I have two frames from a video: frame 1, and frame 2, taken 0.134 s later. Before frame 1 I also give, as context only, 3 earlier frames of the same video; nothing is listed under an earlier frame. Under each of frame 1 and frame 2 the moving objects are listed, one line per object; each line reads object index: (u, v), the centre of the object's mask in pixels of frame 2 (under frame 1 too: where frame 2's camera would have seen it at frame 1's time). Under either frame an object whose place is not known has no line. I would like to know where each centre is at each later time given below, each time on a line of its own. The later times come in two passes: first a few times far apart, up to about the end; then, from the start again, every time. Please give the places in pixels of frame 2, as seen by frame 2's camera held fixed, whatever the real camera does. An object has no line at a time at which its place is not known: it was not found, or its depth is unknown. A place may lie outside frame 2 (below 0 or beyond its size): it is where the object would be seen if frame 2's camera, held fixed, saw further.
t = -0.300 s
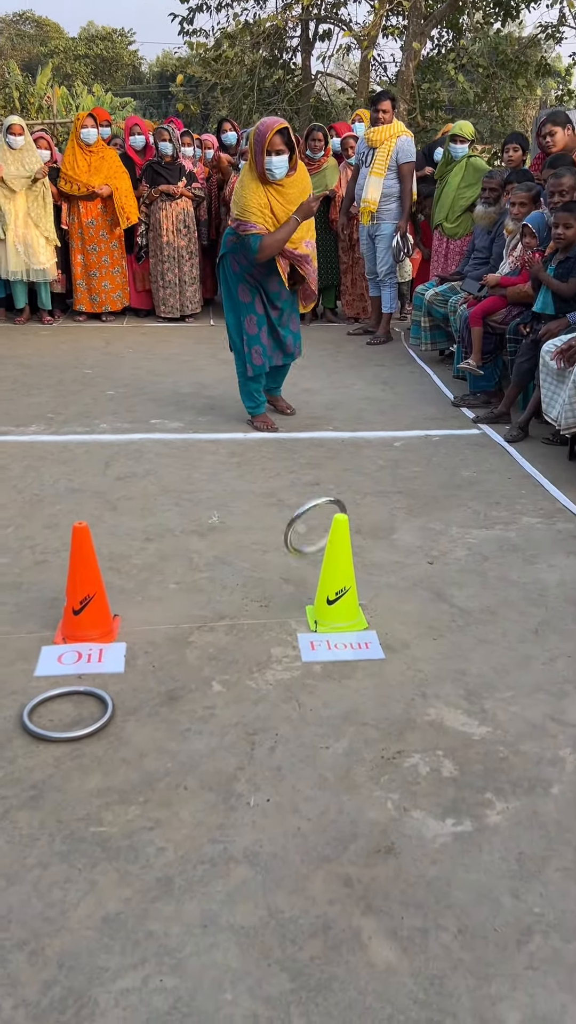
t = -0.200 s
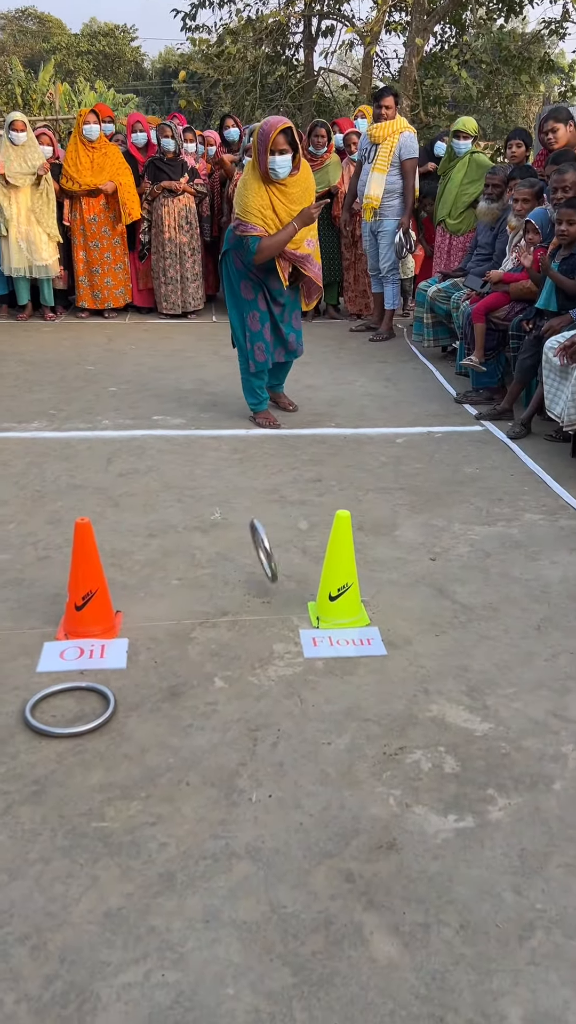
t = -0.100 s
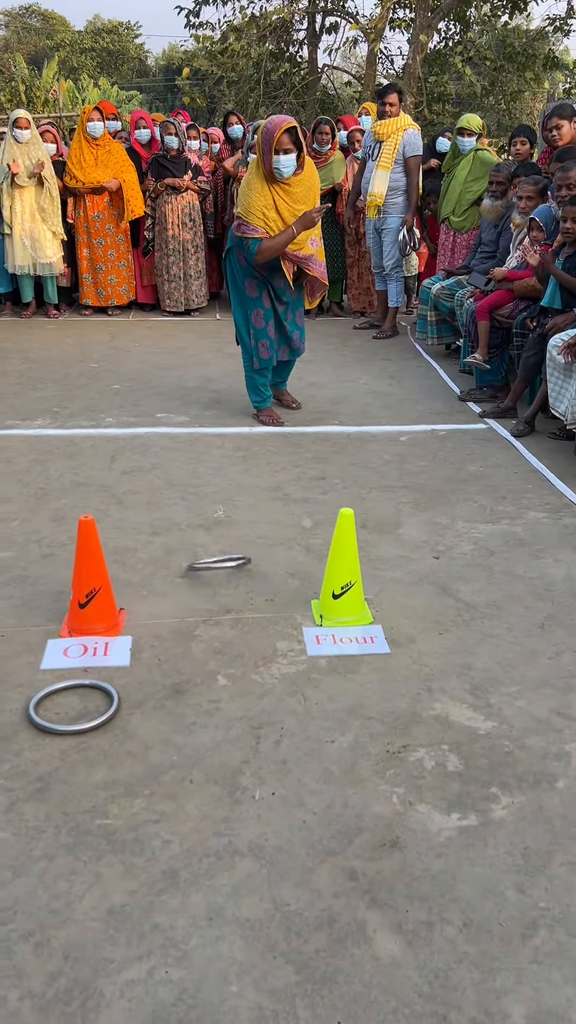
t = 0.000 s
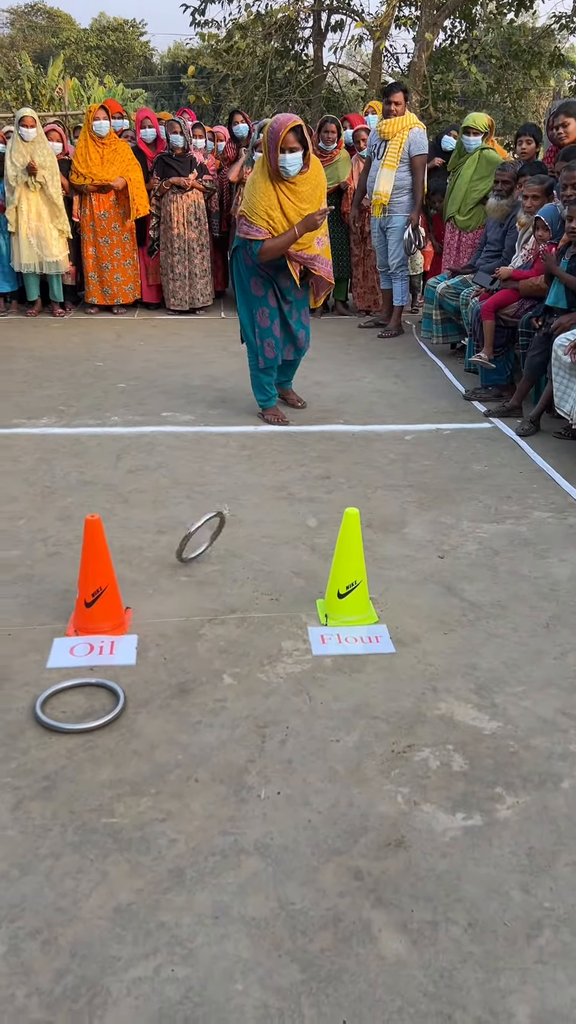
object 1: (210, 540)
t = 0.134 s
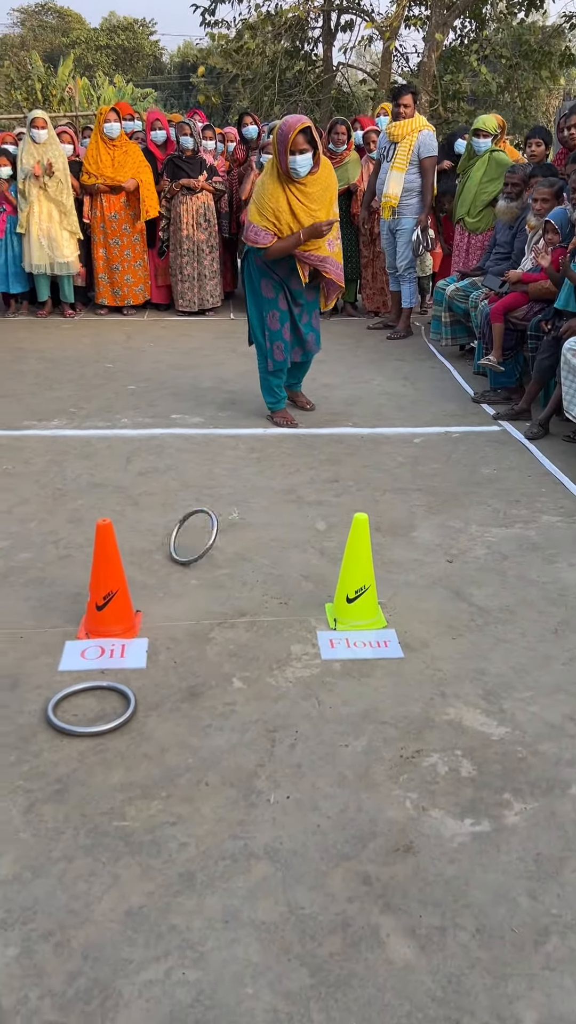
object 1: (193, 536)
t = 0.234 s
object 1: (189, 543)
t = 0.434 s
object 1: (195, 538)
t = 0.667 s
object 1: (195, 538)
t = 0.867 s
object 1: (195, 538)
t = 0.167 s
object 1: (191, 539)
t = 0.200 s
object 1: (189, 544)
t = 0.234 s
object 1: (189, 543)
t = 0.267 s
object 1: (190, 537)
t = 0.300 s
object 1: (191, 533)
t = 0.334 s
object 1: (191, 533)
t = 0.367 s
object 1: (192, 533)
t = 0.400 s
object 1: (193, 535)
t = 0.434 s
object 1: (195, 538)
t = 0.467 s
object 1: (196, 535)
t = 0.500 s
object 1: (196, 534)
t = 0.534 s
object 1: (196, 535)
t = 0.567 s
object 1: (196, 538)
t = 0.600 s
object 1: (196, 537)
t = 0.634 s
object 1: (195, 537)
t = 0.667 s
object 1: (195, 538)
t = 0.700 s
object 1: (195, 538)
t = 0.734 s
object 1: (195, 538)
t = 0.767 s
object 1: (195, 538)
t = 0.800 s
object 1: (195, 538)
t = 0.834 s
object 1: (195, 538)
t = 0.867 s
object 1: (195, 538)
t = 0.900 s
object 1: (195, 538)
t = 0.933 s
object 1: (195, 538)
